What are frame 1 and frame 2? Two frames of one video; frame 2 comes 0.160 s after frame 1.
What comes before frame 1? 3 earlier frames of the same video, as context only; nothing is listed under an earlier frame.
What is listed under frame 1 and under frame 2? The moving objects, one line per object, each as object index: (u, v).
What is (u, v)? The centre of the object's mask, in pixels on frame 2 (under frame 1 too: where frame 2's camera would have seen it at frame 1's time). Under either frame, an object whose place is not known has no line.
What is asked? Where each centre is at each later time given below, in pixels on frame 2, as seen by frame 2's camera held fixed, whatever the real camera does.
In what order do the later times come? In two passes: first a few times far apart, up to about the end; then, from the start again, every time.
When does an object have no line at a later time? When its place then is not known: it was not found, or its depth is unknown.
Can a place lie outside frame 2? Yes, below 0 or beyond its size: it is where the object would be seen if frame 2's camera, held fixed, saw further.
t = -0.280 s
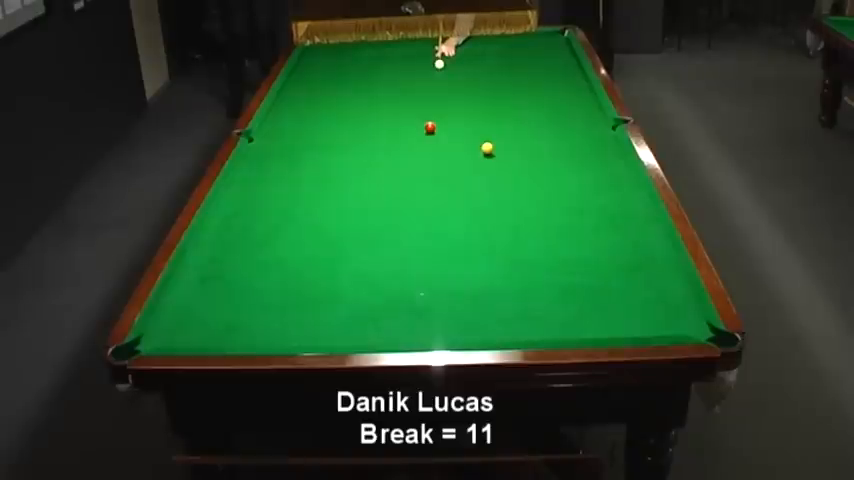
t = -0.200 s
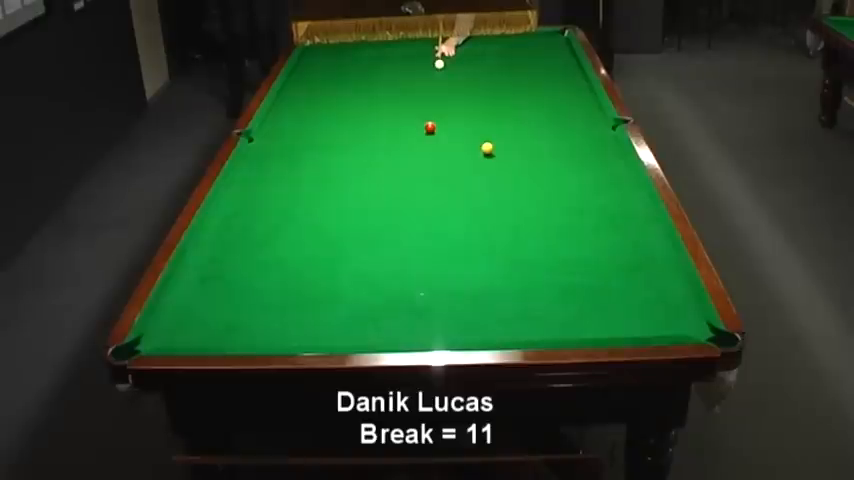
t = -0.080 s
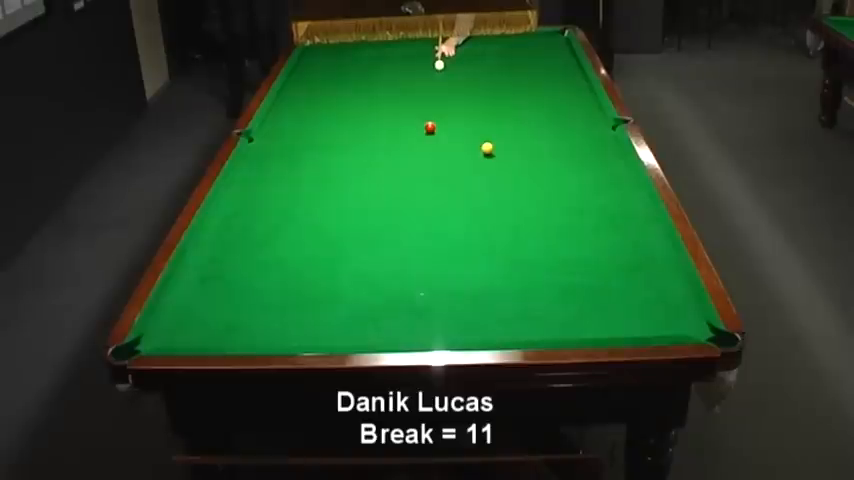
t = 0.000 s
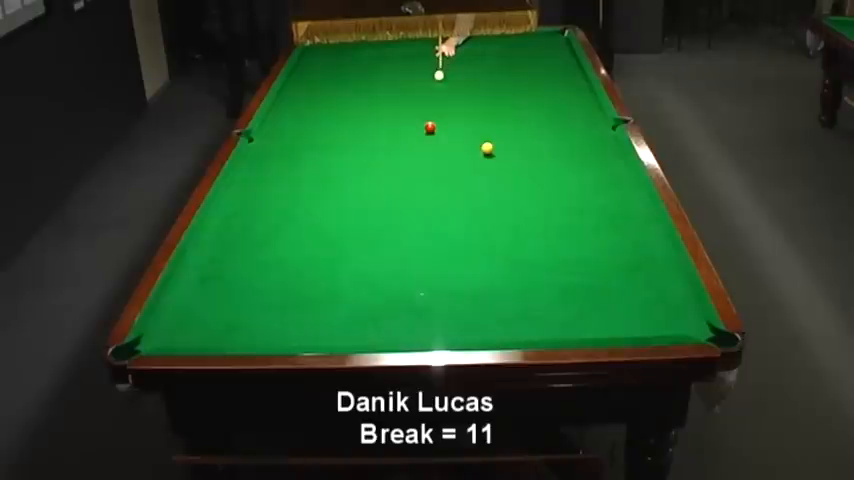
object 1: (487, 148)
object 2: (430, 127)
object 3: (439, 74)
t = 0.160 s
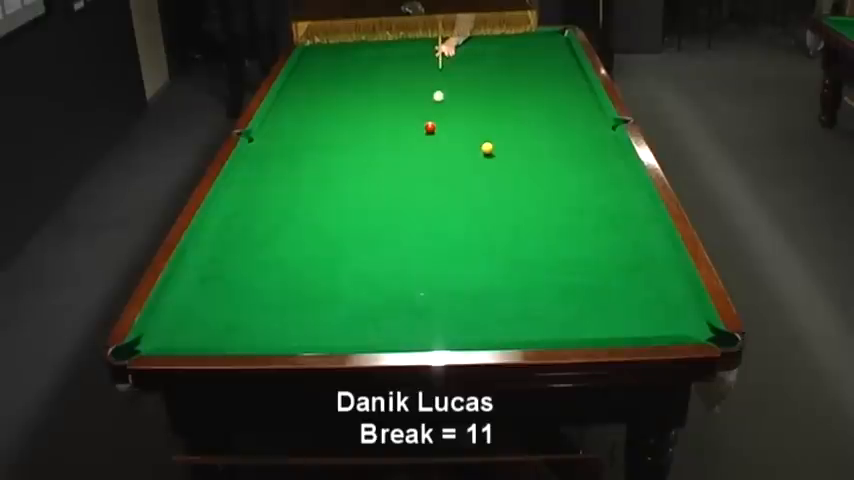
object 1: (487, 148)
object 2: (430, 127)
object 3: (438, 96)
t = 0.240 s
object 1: (487, 148)
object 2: (430, 127)
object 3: (438, 107)
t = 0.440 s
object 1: (487, 148)
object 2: (412, 136)
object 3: (455, 130)
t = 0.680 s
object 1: (500, 157)
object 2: (373, 153)
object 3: (483, 145)
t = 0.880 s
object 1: (524, 173)
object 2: (341, 168)
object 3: (493, 149)
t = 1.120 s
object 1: (552, 192)
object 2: (301, 187)
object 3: (505, 154)
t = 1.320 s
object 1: (576, 208)
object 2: (266, 204)
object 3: (514, 158)
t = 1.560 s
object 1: (608, 230)
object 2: (223, 225)
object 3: (525, 162)
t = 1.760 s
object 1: (634, 249)
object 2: (209, 241)
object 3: (534, 166)
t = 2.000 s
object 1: (668, 272)
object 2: (220, 257)
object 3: (544, 170)
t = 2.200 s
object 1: (675, 292)
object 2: (230, 270)
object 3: (551, 173)
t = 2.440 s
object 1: (671, 314)
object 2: (242, 287)
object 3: (560, 176)
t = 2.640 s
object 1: (667, 330)
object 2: (252, 302)
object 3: (566, 179)
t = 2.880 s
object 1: (650, 317)
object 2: (266, 319)
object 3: (573, 182)
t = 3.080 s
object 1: (638, 306)
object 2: (277, 333)
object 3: (578, 185)
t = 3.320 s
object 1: (624, 295)
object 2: (292, 337)
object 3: (583, 187)
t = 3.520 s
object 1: (614, 287)
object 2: (306, 331)
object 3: (586, 189)
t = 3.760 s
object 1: (603, 278)
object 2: (322, 320)
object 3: (590, 190)
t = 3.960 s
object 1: (594, 272)
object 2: (333, 313)
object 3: (592, 191)
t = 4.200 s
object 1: (586, 265)
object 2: (346, 305)
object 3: (594, 192)
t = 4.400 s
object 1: (580, 261)
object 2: (355, 300)
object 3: (595, 192)
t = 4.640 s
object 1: (574, 256)
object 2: (364, 294)
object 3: (595, 192)
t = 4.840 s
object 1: (569, 253)
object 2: (371, 290)
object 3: (595, 192)
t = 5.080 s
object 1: (565, 249)
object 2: (377, 287)
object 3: (595, 192)
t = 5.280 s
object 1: (562, 247)
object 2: (382, 284)
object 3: (595, 192)
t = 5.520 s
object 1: (560, 245)
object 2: (386, 282)
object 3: (594, 192)
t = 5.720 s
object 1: (559, 244)
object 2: (388, 281)
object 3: (594, 192)
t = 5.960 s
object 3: (595, 192)
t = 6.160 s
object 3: (594, 192)
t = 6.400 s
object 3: (595, 192)
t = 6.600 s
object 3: (595, 192)
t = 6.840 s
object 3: (595, 192)
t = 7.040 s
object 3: (594, 192)
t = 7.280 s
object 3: (594, 192)
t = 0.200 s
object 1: (487, 148)
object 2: (430, 127)
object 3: (438, 101)
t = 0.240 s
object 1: (487, 148)
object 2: (430, 127)
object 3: (438, 107)
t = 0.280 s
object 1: (487, 148)
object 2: (430, 127)
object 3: (437, 112)
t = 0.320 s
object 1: (487, 148)
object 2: (430, 127)
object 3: (437, 118)
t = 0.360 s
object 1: (487, 148)
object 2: (427, 128)
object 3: (440, 124)
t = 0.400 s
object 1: (487, 148)
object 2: (419, 132)
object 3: (448, 127)
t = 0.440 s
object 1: (487, 148)
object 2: (412, 136)
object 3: (455, 130)
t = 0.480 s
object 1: (487, 148)
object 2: (405, 139)
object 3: (462, 133)
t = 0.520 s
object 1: (487, 148)
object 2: (398, 142)
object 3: (469, 137)
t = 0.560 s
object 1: (487, 148)
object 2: (392, 145)
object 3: (476, 141)
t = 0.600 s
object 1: (489, 149)
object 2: (386, 148)
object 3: (481, 143)
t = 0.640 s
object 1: (494, 153)
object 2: (380, 151)
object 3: (482, 144)
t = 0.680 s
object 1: (500, 157)
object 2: (373, 153)
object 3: (483, 145)
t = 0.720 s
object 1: (505, 160)
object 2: (367, 157)
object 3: (485, 145)
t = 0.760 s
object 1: (511, 163)
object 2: (361, 159)
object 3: (487, 146)
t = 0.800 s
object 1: (515, 167)
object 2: (354, 162)
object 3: (489, 147)
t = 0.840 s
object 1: (520, 170)
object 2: (348, 165)
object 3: (491, 148)
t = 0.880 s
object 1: (524, 173)
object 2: (341, 168)
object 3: (493, 149)
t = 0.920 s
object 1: (528, 176)
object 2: (335, 172)
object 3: (495, 150)
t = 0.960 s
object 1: (533, 179)
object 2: (328, 175)
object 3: (497, 150)
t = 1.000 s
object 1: (538, 182)
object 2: (322, 178)
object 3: (499, 151)
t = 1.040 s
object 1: (542, 185)
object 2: (315, 181)
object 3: (501, 152)
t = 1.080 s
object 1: (547, 188)
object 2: (308, 184)
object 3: (503, 153)
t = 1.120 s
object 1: (552, 192)
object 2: (301, 187)
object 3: (505, 154)
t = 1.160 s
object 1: (556, 195)
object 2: (294, 191)
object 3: (507, 154)
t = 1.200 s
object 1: (561, 198)
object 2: (287, 194)
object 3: (509, 155)
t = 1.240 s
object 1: (567, 202)
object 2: (281, 197)
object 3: (511, 156)
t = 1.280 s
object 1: (571, 205)
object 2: (273, 200)
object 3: (512, 157)
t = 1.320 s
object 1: (576, 208)
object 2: (266, 204)
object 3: (514, 158)
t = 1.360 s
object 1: (581, 212)
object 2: (259, 207)
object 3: (516, 158)
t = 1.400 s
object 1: (586, 216)
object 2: (252, 211)
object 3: (518, 159)
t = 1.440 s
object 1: (592, 219)
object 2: (245, 215)
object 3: (520, 160)
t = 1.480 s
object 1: (597, 223)
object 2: (238, 218)
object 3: (522, 161)
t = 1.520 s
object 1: (602, 226)
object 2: (230, 222)
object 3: (524, 161)
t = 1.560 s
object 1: (608, 230)
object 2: (223, 225)
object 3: (525, 162)
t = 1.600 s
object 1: (613, 233)
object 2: (216, 229)
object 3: (527, 163)
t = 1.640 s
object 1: (618, 237)
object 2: (209, 232)
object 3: (529, 164)
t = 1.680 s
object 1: (624, 241)
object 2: (204, 236)
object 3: (531, 164)
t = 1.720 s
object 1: (629, 244)
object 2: (207, 238)
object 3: (532, 165)
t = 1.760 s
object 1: (634, 249)
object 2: (209, 241)
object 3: (534, 166)
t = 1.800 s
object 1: (640, 253)
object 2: (211, 243)
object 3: (535, 166)
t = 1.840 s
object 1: (646, 257)
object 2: (213, 246)
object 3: (537, 167)
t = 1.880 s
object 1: (651, 261)
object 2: (215, 248)
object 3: (539, 167)
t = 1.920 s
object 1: (657, 265)
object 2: (216, 251)
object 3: (540, 168)
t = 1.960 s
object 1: (663, 269)
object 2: (218, 254)
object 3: (542, 169)
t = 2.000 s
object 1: (668, 272)
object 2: (220, 257)
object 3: (544, 170)
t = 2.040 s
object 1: (675, 277)
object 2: (222, 259)
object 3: (545, 170)
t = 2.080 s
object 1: (678, 281)
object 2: (224, 262)
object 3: (547, 171)
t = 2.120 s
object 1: (676, 284)
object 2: (226, 265)
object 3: (549, 172)
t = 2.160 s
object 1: (676, 288)
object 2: (228, 267)
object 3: (550, 172)
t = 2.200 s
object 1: (675, 292)
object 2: (230, 270)
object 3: (551, 173)
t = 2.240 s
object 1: (674, 295)
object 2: (232, 273)
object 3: (553, 173)
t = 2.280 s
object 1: (674, 299)
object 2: (234, 276)
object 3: (554, 174)
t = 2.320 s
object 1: (673, 303)
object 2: (236, 278)
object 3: (555, 175)
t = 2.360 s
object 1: (673, 307)
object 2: (238, 281)
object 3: (557, 175)
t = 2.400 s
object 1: (672, 310)
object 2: (240, 284)
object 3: (558, 176)
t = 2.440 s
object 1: (671, 314)
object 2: (242, 287)
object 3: (560, 176)
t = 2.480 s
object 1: (671, 318)
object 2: (244, 290)
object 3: (561, 177)
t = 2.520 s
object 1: (670, 322)
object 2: (246, 293)
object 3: (562, 178)
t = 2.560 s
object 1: (669, 325)
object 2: (248, 296)
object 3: (563, 179)
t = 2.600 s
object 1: (668, 328)
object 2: (250, 298)
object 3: (565, 179)
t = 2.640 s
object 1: (667, 330)
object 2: (252, 302)
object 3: (566, 179)
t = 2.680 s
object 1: (664, 328)
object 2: (255, 304)
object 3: (567, 180)
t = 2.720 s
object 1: (661, 325)
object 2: (257, 307)
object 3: (568, 181)
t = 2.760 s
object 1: (658, 323)
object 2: (259, 310)
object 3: (569, 181)
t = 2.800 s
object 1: (655, 321)
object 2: (261, 313)
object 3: (571, 182)
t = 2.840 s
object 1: (653, 319)
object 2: (263, 316)
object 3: (572, 182)
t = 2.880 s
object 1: (650, 317)
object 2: (266, 319)
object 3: (573, 182)
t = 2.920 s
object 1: (648, 314)
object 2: (268, 322)
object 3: (574, 183)
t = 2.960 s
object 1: (645, 312)
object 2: (270, 324)
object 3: (574, 183)
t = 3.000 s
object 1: (643, 310)
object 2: (272, 327)
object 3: (576, 184)
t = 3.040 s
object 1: (640, 308)
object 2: (275, 330)
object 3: (577, 185)
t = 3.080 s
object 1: (638, 306)
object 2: (277, 333)
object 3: (578, 185)
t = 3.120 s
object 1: (635, 304)
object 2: (279, 336)
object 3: (579, 185)
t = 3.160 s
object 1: (633, 302)
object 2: (281, 338)
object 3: (579, 185)
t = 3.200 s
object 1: (631, 300)
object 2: (284, 339)
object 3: (580, 186)
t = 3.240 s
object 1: (628, 299)
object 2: (286, 339)
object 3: (581, 186)
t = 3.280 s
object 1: (626, 297)
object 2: (289, 338)
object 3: (582, 187)
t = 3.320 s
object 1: (624, 295)
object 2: (292, 337)
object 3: (583, 187)
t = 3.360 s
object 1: (622, 293)
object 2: (295, 336)
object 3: (584, 188)
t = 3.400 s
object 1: (620, 292)
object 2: (298, 335)
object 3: (584, 188)
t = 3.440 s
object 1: (618, 290)
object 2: (301, 333)
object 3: (585, 188)
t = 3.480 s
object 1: (616, 289)
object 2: (304, 332)
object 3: (586, 189)
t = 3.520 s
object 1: (614, 287)
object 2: (306, 331)
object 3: (586, 189)
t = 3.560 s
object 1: (612, 285)
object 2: (309, 328)
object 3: (587, 189)
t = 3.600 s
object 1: (610, 284)
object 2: (312, 326)
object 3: (588, 190)
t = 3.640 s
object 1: (608, 282)
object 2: (314, 325)
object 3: (588, 190)
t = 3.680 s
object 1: (606, 281)
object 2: (317, 323)
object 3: (589, 190)
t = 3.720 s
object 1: (605, 280)
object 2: (319, 322)
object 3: (589, 190)
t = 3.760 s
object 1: (603, 278)
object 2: (322, 320)
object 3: (590, 190)
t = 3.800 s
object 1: (601, 277)
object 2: (324, 318)
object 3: (591, 191)
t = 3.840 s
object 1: (599, 276)
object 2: (327, 317)
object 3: (591, 191)
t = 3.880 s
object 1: (598, 274)
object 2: (329, 315)
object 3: (591, 191)
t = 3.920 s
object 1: (596, 273)
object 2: (331, 314)
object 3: (592, 191)
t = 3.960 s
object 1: (594, 272)
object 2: (333, 313)
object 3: (592, 191)
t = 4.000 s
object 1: (593, 271)
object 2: (336, 311)
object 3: (592, 192)
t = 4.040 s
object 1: (591, 269)
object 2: (338, 310)
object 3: (593, 192)
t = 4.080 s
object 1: (590, 268)
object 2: (340, 309)
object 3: (593, 192)
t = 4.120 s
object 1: (588, 267)
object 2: (342, 308)
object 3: (593, 192)
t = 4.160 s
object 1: (587, 266)
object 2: (344, 307)
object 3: (594, 192)
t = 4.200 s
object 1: (586, 265)
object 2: (346, 305)
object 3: (594, 192)
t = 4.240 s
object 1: (584, 264)
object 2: (348, 304)
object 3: (594, 192)
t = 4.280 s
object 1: (583, 263)
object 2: (349, 303)
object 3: (594, 192)
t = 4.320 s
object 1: (582, 262)
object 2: (351, 302)
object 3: (594, 192)
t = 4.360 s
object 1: (581, 261)
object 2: (353, 301)
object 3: (594, 192)
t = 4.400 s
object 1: (580, 261)
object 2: (355, 300)
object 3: (595, 192)
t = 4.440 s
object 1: (579, 260)
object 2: (356, 299)
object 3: (595, 192)
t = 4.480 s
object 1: (577, 259)
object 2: (358, 298)
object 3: (595, 192)
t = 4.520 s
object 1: (576, 258)
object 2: (360, 297)
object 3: (595, 192)
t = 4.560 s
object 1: (575, 257)
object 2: (361, 296)
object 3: (595, 192)
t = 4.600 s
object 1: (574, 257)
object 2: (363, 295)
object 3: (595, 192)
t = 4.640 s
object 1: (574, 256)
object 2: (364, 294)
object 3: (595, 192)
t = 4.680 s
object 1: (573, 255)
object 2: (366, 294)
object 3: (595, 192)
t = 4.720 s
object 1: (572, 254)
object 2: (367, 293)
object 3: (595, 192)
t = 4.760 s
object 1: (571, 254)
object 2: (368, 292)
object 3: (595, 192)
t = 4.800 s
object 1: (570, 253)
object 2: (370, 291)
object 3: (595, 192)
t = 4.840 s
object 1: (569, 253)
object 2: (371, 290)
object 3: (595, 192)
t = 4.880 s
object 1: (568, 252)
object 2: (372, 290)
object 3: (595, 192)
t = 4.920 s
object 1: (567, 251)
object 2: (373, 289)
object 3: (595, 192)
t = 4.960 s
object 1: (567, 251)
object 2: (374, 288)
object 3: (595, 192)
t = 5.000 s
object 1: (566, 250)
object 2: (375, 288)
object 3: (595, 192)
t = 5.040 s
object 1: (565, 250)
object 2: (376, 287)
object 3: (595, 192)
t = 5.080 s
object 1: (565, 249)
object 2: (377, 287)
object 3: (595, 192)
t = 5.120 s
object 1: (564, 249)
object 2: (378, 286)
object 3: (595, 192)
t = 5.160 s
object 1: (563, 248)
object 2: (379, 285)
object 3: (595, 192)
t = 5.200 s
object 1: (563, 248)
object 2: (380, 285)
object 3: (595, 192)
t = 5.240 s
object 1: (562, 247)
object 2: (381, 285)
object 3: (594, 192)
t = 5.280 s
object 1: (562, 247)
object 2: (382, 284)
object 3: (595, 192)
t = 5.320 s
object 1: (561, 246)
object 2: (383, 284)
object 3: (595, 192)
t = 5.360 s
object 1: (561, 246)
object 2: (383, 283)
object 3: (595, 192)
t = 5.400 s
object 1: (561, 246)
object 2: (384, 283)
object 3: (594, 192)
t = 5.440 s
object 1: (561, 246)
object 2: (384, 283)
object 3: (594, 192)
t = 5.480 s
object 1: (560, 246)
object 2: (385, 282)
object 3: (594, 192)
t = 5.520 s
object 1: (560, 245)
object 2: (386, 282)
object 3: (594, 192)
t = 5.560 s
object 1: (560, 245)
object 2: (386, 281)
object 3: (594, 192)
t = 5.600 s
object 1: (560, 245)
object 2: (386, 281)
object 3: (594, 192)
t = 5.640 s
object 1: (559, 244)
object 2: (387, 281)
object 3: (594, 192)
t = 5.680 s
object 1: (559, 244)
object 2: (387, 281)
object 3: (594, 192)
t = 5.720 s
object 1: (559, 244)
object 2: (388, 281)
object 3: (594, 192)
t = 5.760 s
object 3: (594, 192)
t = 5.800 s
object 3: (594, 192)
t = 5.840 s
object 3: (595, 192)
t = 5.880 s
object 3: (594, 192)
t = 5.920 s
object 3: (595, 192)
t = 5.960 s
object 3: (595, 192)
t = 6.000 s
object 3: (594, 192)
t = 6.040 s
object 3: (594, 192)
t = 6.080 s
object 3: (594, 192)
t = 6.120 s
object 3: (594, 192)
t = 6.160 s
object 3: (594, 192)
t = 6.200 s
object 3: (595, 192)
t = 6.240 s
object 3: (595, 192)
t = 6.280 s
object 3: (595, 192)
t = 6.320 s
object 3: (595, 192)
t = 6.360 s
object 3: (595, 192)
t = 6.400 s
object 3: (595, 192)
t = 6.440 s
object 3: (595, 192)
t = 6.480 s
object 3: (595, 192)
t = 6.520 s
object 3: (595, 192)
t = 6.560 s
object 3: (595, 192)
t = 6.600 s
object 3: (595, 192)
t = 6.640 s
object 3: (595, 192)
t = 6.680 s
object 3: (595, 192)
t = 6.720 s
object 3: (595, 192)
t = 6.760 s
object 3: (595, 192)
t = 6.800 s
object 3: (595, 192)
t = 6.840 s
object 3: (595, 192)
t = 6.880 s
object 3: (595, 192)
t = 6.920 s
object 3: (595, 192)
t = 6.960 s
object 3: (595, 192)
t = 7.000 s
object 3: (595, 192)
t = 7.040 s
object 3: (594, 192)
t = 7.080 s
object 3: (595, 192)
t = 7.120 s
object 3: (595, 192)
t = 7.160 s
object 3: (594, 192)
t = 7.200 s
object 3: (594, 192)
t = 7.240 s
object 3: (594, 192)
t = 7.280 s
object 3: (594, 192)
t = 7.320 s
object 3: (594, 192)
